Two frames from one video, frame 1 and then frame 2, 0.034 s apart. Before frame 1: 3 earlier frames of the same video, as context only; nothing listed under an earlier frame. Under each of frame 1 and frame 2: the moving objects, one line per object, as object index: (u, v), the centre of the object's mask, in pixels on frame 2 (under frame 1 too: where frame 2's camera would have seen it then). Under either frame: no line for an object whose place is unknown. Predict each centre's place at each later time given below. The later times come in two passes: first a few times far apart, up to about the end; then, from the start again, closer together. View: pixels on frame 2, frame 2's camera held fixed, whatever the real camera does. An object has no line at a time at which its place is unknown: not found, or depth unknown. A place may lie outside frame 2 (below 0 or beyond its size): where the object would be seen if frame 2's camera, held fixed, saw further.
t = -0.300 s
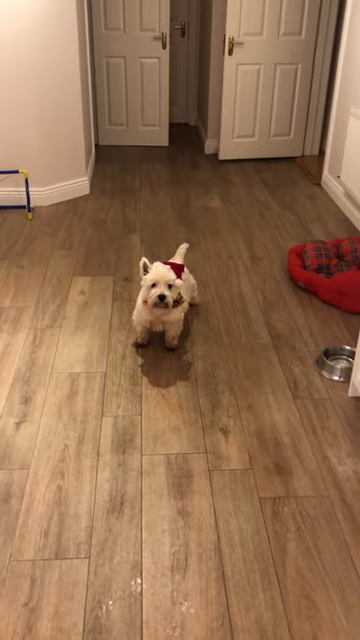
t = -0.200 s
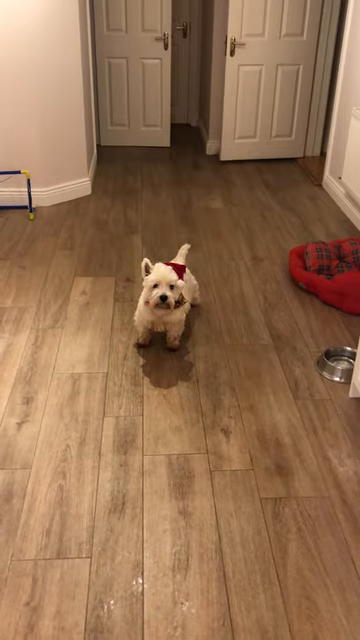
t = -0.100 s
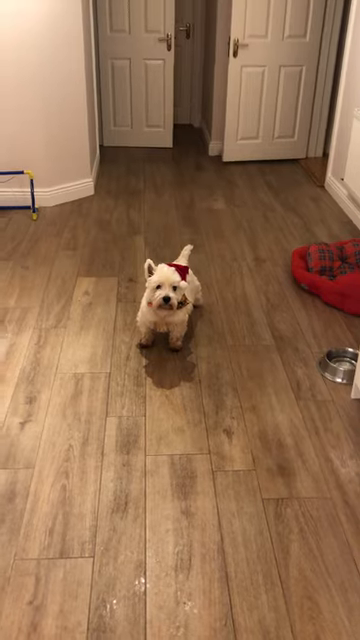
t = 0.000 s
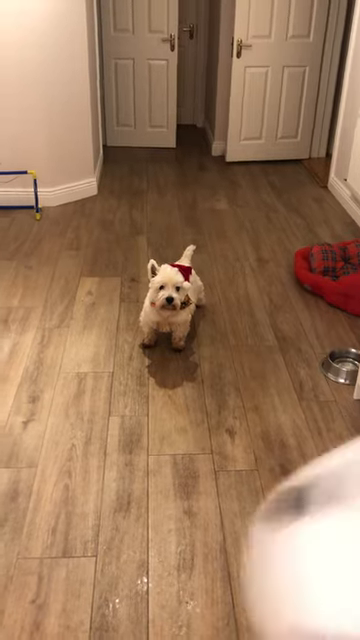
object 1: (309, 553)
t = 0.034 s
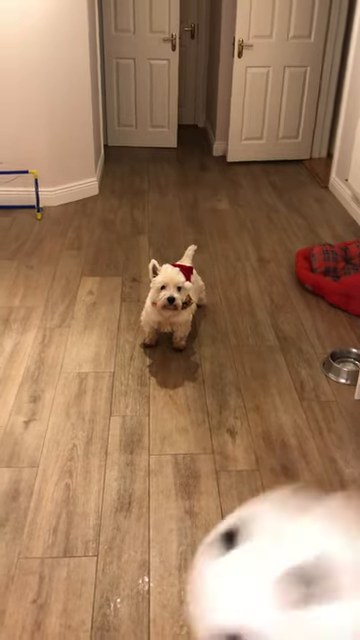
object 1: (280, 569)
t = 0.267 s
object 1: (130, 612)
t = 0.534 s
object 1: (101, 217)
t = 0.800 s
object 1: (73, 131)
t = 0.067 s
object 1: (237, 591)
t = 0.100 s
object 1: (200, 606)
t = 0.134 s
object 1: (177, 617)
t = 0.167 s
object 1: (161, 625)
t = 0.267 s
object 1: (130, 612)
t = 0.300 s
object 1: (125, 562)
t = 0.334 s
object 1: (123, 499)
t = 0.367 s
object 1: (120, 441)
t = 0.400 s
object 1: (116, 390)
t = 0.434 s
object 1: (112, 338)
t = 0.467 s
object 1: (108, 292)
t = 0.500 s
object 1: (105, 252)
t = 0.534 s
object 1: (101, 217)
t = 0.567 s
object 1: (96, 184)
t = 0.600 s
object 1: (92, 160)
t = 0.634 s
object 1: (88, 143)
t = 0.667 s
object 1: (83, 129)
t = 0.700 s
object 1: (79, 122)
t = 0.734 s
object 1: (77, 120)
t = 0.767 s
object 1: (75, 123)
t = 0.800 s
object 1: (73, 131)
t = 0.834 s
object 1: (71, 142)
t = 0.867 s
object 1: (70, 157)
